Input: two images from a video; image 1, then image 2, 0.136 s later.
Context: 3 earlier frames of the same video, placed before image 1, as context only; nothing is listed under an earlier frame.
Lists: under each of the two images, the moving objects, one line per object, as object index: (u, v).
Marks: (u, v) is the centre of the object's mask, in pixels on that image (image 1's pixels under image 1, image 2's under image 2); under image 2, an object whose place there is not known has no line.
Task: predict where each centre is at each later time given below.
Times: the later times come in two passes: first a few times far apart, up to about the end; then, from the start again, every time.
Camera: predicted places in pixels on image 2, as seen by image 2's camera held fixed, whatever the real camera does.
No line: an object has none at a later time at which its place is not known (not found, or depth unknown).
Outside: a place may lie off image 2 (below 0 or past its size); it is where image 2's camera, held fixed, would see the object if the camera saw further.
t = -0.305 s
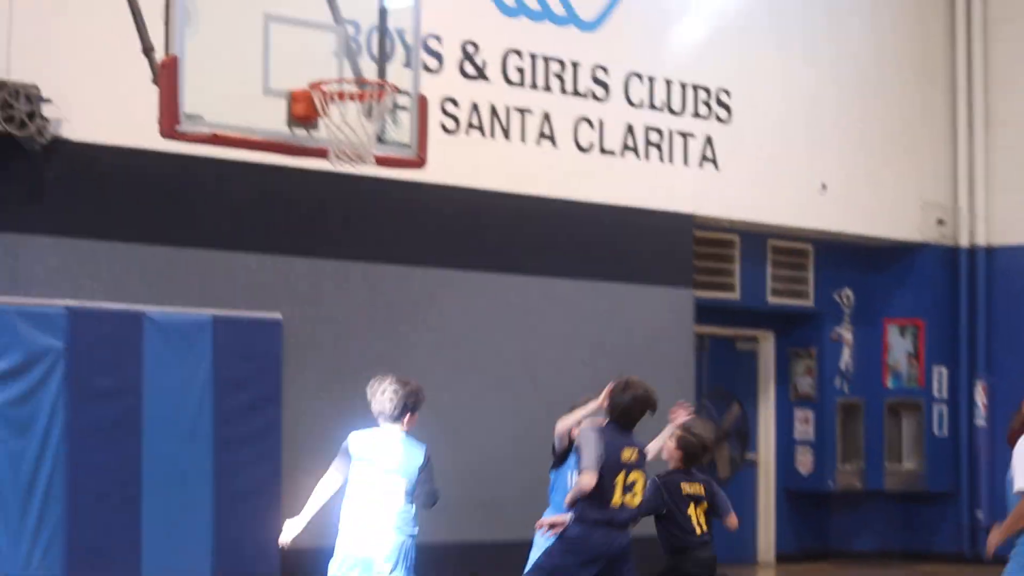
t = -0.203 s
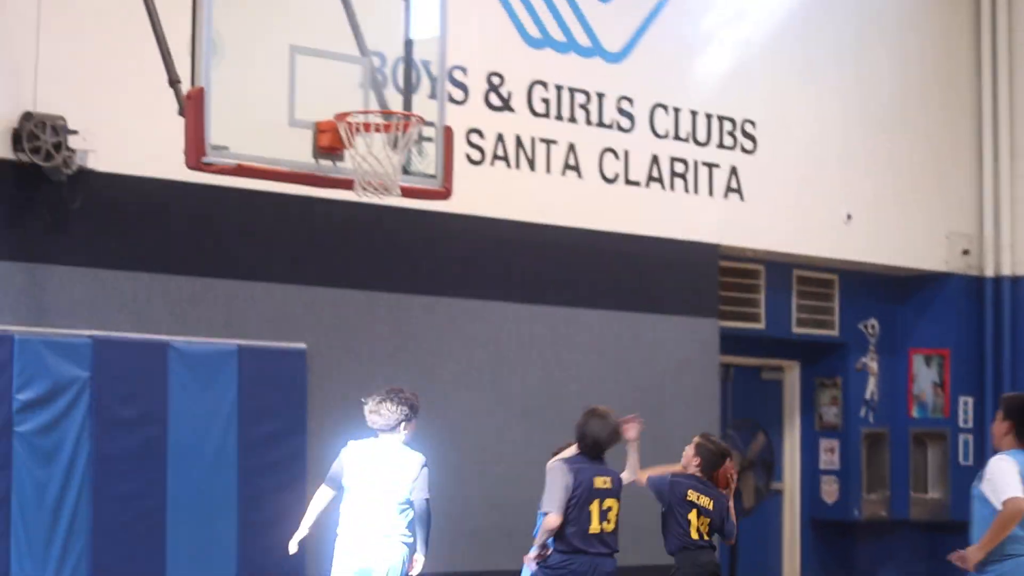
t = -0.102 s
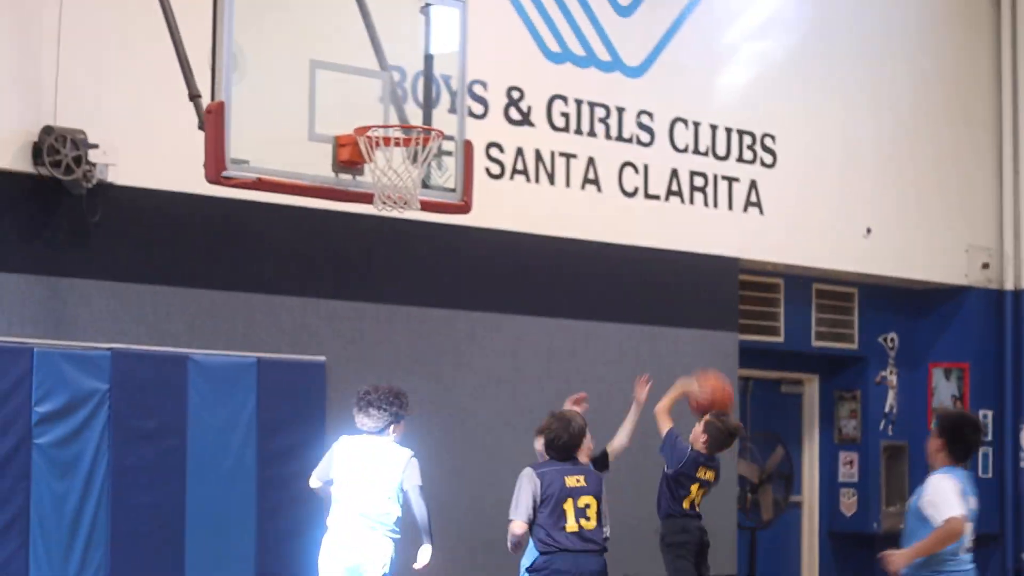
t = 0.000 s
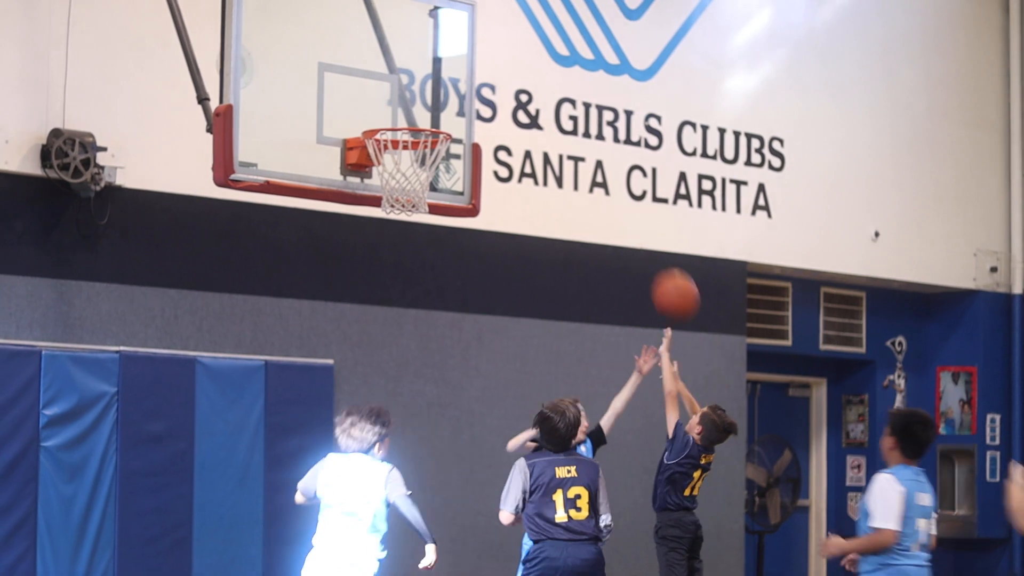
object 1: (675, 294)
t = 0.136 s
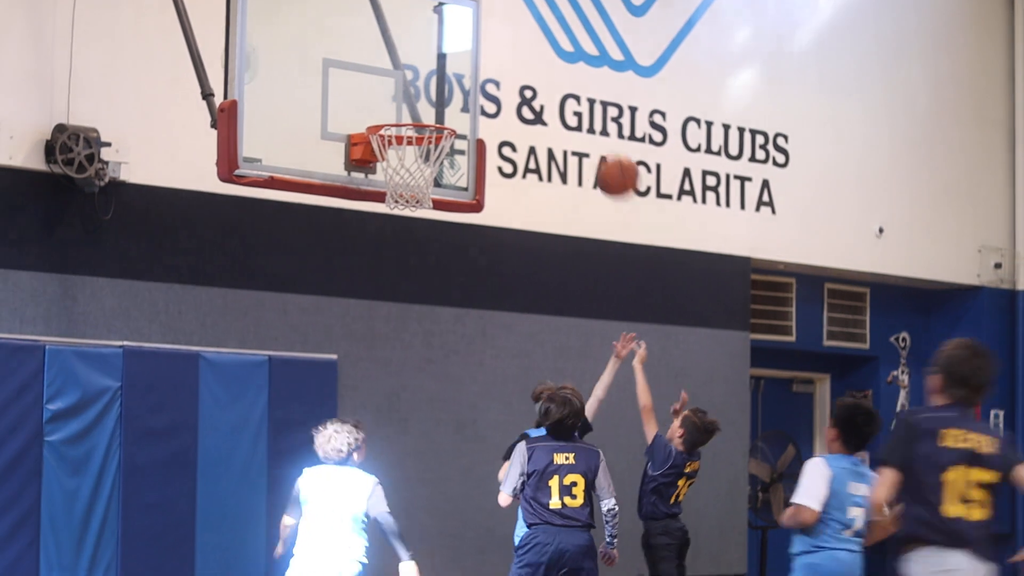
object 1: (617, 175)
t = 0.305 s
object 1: (543, 84)
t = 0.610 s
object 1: (416, 47)
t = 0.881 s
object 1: (432, 117)
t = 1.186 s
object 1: (373, 161)
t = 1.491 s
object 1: (431, 233)
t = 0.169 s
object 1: (602, 153)
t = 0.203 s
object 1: (588, 132)
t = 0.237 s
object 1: (573, 114)
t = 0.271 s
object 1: (558, 98)
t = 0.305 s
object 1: (543, 84)
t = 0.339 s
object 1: (529, 72)
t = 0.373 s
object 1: (514, 61)
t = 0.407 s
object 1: (500, 53)
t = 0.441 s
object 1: (485, 48)
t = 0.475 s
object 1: (472, 43)
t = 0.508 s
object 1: (457, 42)
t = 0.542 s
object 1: (443, 42)
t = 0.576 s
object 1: (429, 44)
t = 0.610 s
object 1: (416, 47)
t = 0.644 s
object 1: (402, 53)
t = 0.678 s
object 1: (388, 60)
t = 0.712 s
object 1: (388, 69)
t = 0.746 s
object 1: (398, 77)
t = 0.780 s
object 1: (407, 88)
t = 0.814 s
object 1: (417, 100)
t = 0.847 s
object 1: (427, 110)
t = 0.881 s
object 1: (432, 117)
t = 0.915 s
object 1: (415, 131)
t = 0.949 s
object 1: (405, 139)
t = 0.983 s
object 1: (394, 148)
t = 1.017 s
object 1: (381, 152)
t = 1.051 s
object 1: (376, 156)
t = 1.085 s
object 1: (372, 150)
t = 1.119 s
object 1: (370, 151)
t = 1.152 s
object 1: (372, 159)
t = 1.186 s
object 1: (373, 161)
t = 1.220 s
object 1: (375, 164)
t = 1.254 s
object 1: (378, 168)
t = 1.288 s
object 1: (386, 177)
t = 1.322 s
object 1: (391, 184)
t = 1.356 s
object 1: (399, 192)
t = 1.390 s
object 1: (408, 200)
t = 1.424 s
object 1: (416, 215)
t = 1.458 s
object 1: (423, 222)
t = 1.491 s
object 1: (431, 233)
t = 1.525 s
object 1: (438, 248)
